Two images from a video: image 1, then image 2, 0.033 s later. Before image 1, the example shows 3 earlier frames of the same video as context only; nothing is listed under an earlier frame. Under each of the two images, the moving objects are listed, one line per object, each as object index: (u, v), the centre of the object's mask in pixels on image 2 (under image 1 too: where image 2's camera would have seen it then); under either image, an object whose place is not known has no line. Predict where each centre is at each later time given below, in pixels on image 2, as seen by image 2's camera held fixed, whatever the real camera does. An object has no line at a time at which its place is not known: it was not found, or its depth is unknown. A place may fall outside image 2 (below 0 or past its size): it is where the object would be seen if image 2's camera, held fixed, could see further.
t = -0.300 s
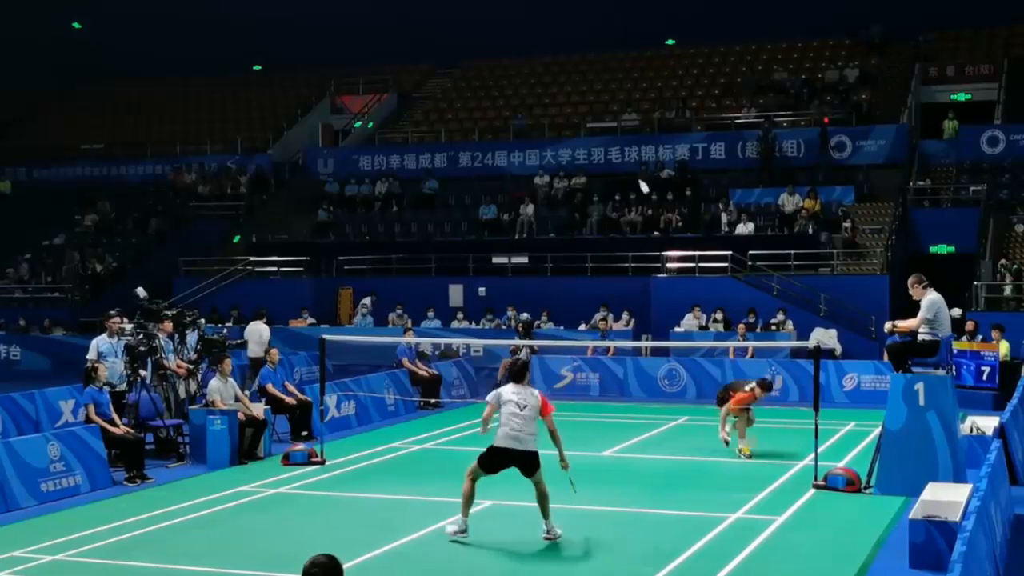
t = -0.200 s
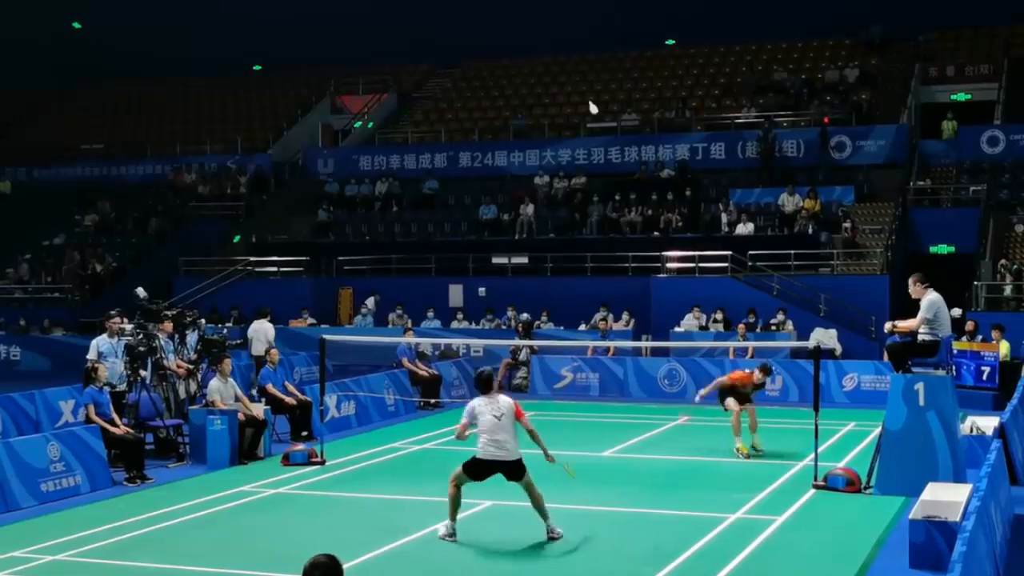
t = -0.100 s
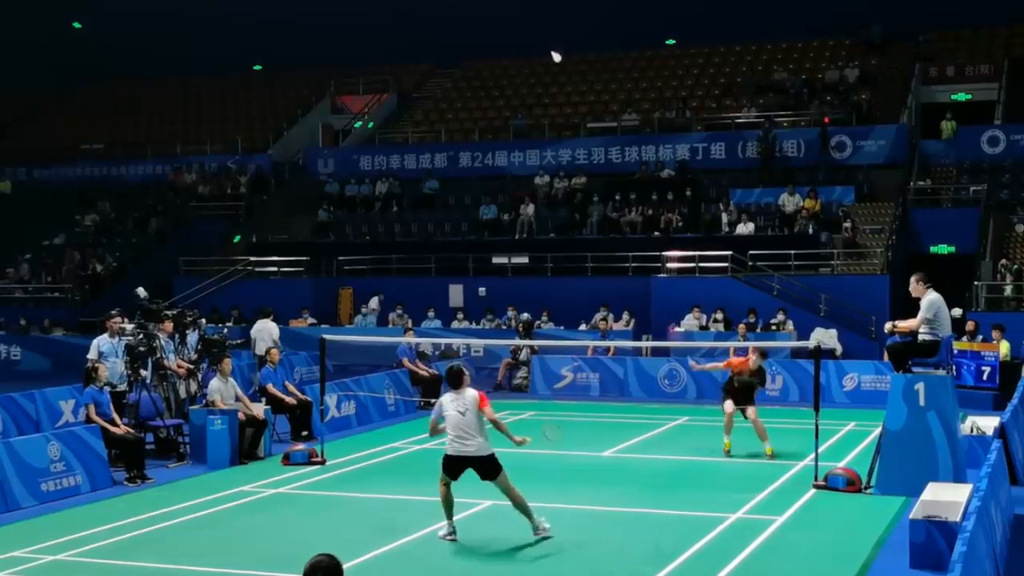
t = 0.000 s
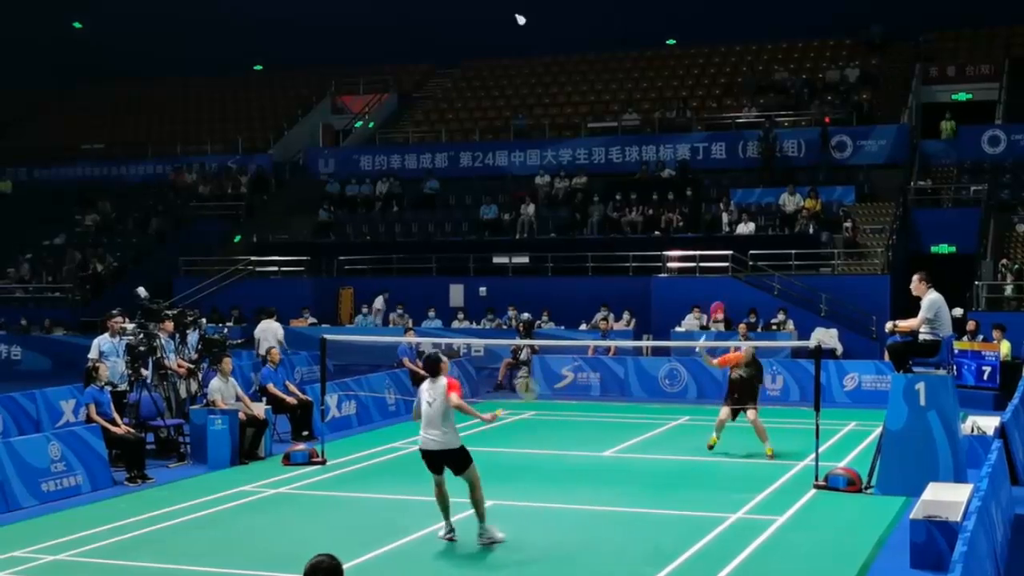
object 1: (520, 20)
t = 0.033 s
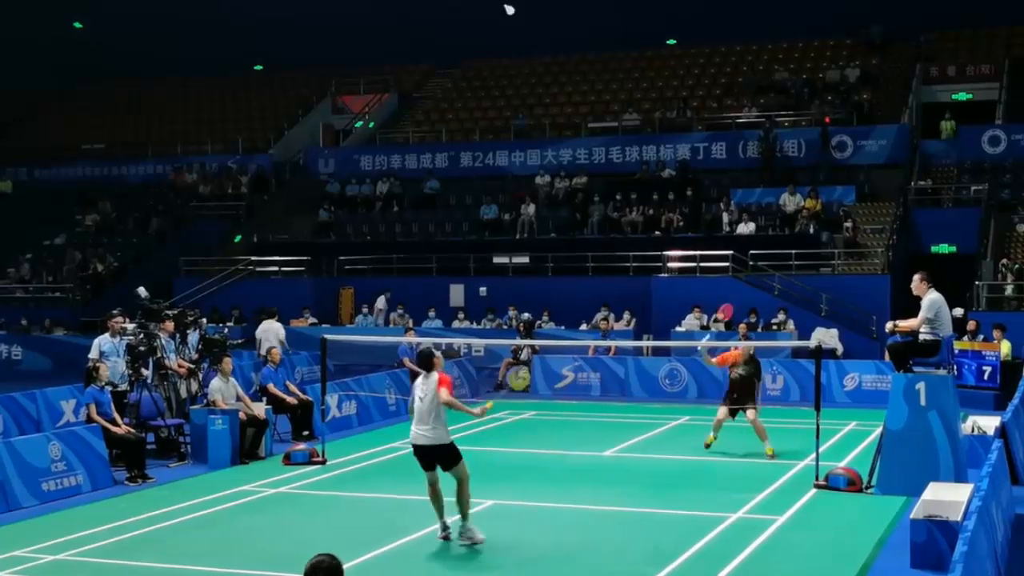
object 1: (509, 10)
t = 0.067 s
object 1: (499, 3)
